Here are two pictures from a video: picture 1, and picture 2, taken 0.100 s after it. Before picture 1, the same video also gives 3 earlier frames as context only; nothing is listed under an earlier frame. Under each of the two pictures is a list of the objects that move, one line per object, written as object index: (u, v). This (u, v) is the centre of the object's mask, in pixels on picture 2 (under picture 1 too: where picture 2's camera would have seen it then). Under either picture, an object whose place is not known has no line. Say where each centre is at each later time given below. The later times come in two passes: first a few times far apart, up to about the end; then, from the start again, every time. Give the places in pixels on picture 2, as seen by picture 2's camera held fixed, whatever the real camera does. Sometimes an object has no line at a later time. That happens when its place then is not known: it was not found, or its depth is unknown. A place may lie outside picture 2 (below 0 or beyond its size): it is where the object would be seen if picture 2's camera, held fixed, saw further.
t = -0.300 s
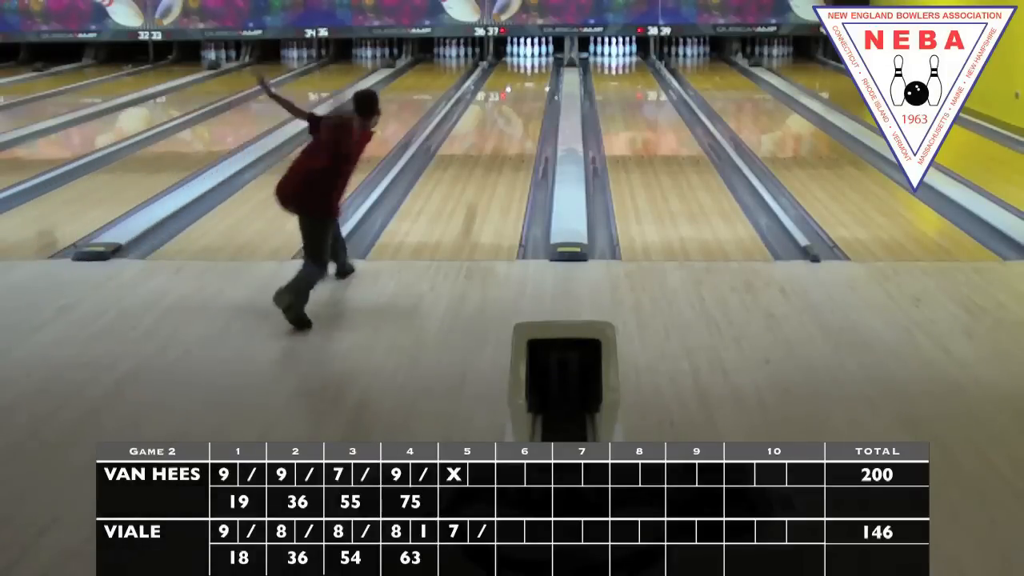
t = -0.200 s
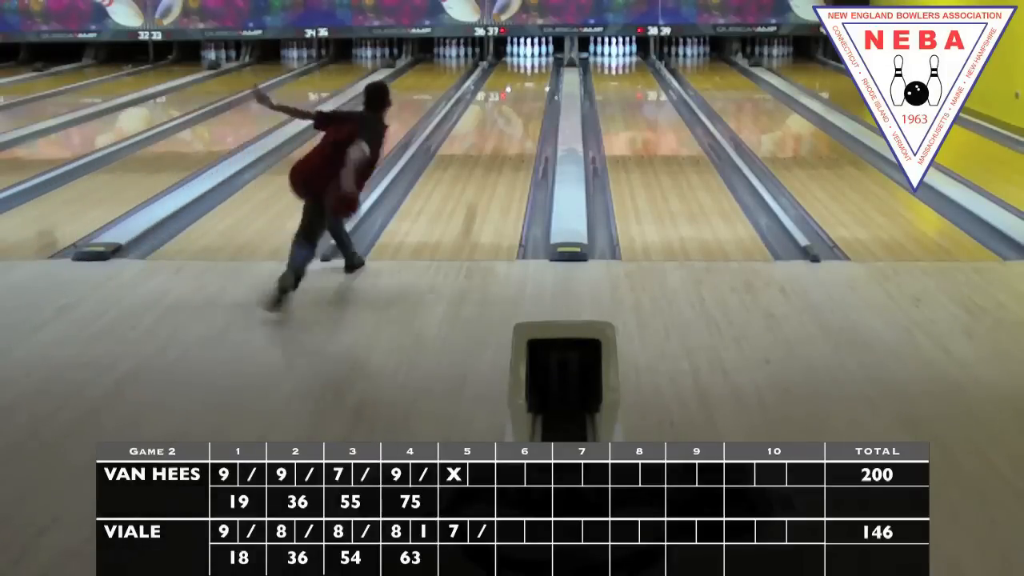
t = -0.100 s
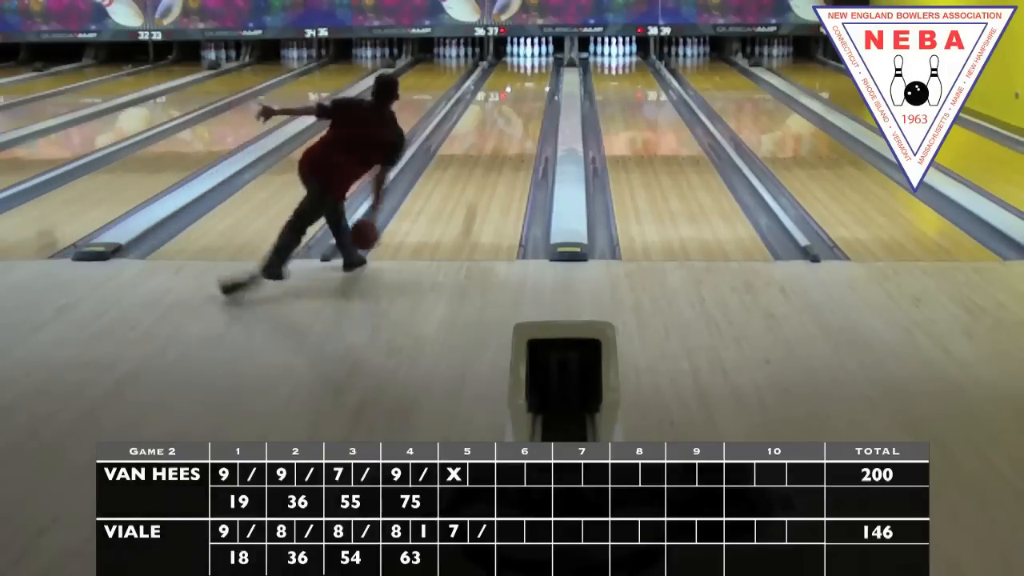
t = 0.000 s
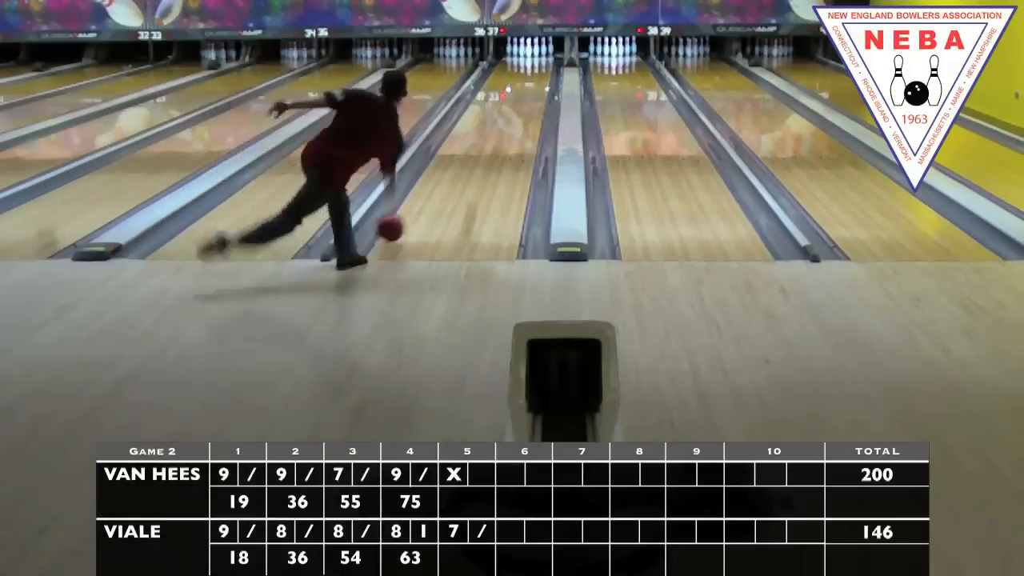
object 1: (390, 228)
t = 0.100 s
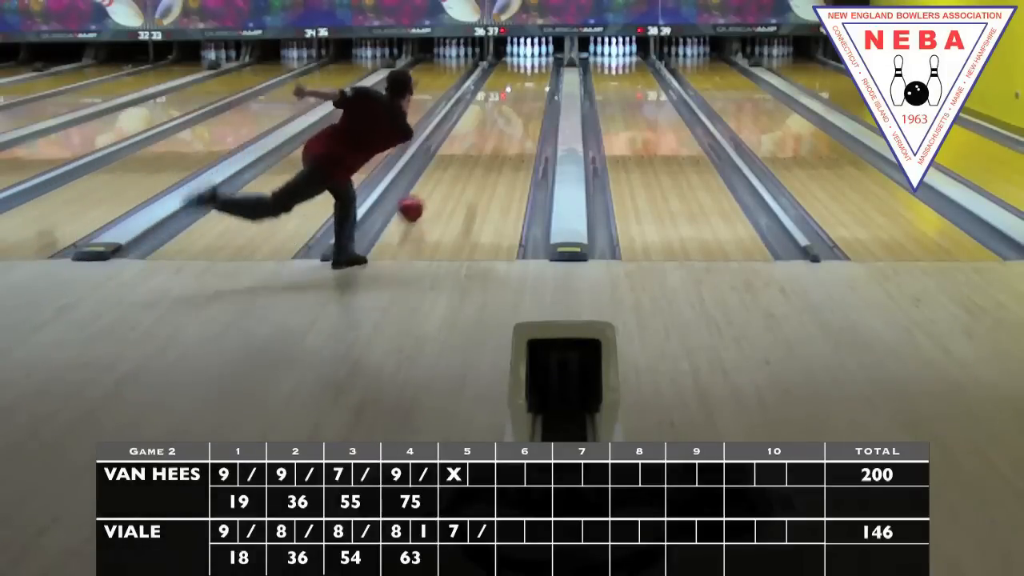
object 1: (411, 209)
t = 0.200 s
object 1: (428, 190)
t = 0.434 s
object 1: (459, 156)
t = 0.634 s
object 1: (478, 133)
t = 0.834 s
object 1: (493, 115)
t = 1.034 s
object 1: (506, 100)
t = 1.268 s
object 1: (516, 87)
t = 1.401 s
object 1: (521, 81)
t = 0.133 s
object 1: (417, 203)
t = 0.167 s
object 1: (423, 196)
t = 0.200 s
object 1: (428, 190)
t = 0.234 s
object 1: (433, 184)
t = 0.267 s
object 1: (438, 179)
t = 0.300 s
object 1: (443, 173)
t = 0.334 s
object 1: (447, 169)
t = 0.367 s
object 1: (451, 164)
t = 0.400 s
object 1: (455, 160)
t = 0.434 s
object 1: (459, 156)
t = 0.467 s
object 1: (462, 151)
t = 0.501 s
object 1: (466, 147)
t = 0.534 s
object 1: (469, 143)
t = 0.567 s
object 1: (472, 140)
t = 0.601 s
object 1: (476, 136)
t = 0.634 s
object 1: (478, 133)
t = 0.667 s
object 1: (481, 130)
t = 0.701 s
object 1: (484, 127)
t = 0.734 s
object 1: (486, 124)
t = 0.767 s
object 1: (488, 121)
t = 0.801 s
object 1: (491, 118)
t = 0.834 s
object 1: (493, 115)
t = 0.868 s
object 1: (495, 112)
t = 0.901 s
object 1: (498, 110)
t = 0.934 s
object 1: (500, 108)
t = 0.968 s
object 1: (502, 105)
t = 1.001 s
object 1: (504, 102)
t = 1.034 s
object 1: (506, 100)
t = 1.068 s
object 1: (507, 99)
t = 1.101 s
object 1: (509, 96)
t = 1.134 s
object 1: (510, 95)
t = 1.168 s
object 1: (512, 93)
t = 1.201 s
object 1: (514, 91)
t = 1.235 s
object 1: (515, 89)
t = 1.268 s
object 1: (516, 87)
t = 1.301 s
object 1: (517, 86)
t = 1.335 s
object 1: (519, 84)
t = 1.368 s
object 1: (520, 83)
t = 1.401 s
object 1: (521, 81)
